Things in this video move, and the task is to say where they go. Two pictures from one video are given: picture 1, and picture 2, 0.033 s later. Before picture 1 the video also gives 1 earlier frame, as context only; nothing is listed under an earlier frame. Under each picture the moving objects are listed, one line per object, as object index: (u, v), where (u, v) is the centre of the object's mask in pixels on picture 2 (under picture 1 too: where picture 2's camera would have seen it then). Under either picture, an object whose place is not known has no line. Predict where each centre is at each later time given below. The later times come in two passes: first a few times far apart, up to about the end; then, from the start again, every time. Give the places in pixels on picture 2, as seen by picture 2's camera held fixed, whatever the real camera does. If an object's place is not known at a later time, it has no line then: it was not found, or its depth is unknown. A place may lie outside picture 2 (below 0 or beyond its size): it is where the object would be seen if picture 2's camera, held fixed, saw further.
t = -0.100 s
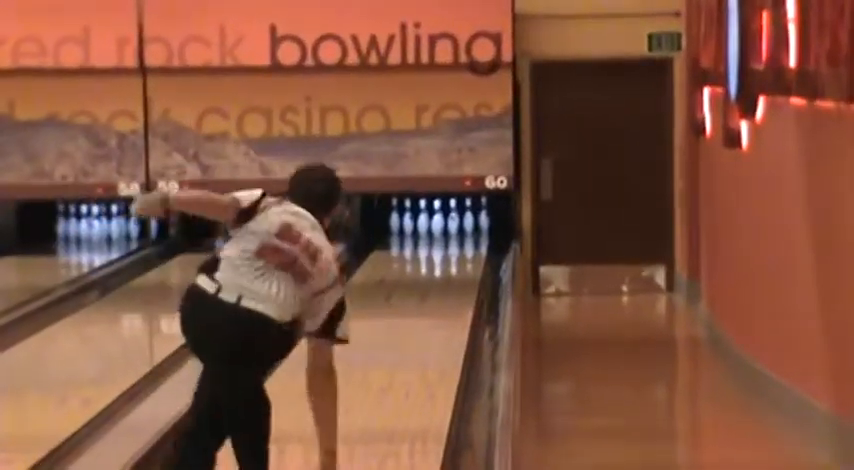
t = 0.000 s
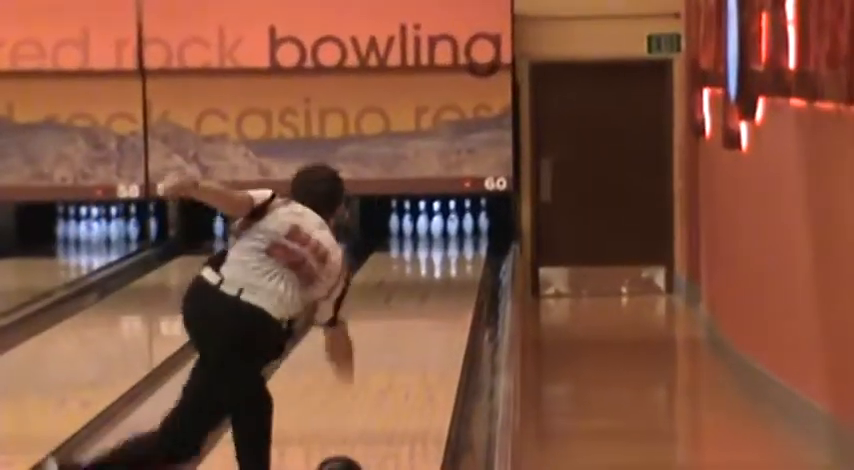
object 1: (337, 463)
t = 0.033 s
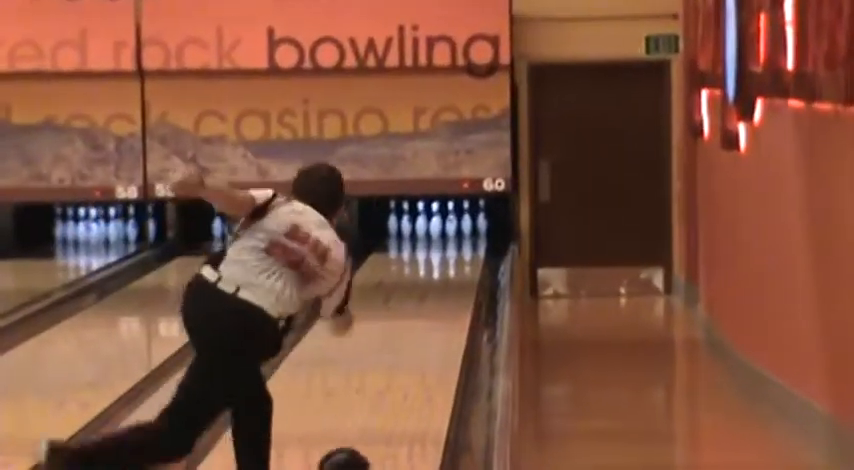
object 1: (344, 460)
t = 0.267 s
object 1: (380, 416)
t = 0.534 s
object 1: (410, 365)
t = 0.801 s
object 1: (429, 328)
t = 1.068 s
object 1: (443, 300)
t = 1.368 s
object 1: (454, 275)
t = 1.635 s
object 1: (457, 258)
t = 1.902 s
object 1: (453, 244)
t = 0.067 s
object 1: (350, 453)
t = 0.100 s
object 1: (356, 448)
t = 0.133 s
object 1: (361, 443)
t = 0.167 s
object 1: (367, 437)
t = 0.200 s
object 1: (371, 430)
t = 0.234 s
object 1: (376, 424)
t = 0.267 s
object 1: (380, 416)
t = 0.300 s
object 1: (385, 409)
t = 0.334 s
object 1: (389, 402)
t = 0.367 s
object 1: (393, 395)
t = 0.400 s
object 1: (397, 389)
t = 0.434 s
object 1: (400, 382)
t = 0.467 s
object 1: (403, 377)
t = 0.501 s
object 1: (406, 371)
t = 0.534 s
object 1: (410, 365)
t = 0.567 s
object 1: (412, 360)
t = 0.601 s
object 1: (415, 354)
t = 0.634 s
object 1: (417, 349)
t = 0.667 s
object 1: (420, 345)
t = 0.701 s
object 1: (422, 341)
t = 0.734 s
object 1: (425, 336)
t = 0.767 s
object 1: (427, 332)
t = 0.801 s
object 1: (429, 328)
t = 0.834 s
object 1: (431, 324)
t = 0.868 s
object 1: (433, 320)
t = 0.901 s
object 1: (435, 316)
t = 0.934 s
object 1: (436, 313)
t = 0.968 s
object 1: (438, 310)
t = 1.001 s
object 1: (440, 307)
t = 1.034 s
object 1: (442, 303)
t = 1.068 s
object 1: (443, 300)
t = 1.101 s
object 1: (444, 296)
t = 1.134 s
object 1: (445, 294)
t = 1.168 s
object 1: (447, 291)
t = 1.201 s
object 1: (448, 288)
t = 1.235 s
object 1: (450, 285)
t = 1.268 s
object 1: (450, 283)
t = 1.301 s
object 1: (451, 281)
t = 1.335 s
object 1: (453, 278)
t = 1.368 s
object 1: (454, 275)
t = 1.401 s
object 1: (454, 272)
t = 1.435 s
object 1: (455, 271)
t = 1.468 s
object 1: (455, 269)
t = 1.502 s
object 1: (456, 266)
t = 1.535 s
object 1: (456, 264)
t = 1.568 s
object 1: (456, 262)
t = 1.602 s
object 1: (457, 259)
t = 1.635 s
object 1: (457, 258)
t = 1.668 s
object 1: (457, 257)
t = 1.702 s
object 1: (456, 254)
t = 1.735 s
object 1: (456, 251)
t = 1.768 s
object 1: (455, 249)
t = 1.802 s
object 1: (455, 248)
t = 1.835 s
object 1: (454, 247)
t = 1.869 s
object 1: (454, 245)
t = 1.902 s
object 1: (453, 244)
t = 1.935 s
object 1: (453, 242)
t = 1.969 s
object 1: (452, 241)
